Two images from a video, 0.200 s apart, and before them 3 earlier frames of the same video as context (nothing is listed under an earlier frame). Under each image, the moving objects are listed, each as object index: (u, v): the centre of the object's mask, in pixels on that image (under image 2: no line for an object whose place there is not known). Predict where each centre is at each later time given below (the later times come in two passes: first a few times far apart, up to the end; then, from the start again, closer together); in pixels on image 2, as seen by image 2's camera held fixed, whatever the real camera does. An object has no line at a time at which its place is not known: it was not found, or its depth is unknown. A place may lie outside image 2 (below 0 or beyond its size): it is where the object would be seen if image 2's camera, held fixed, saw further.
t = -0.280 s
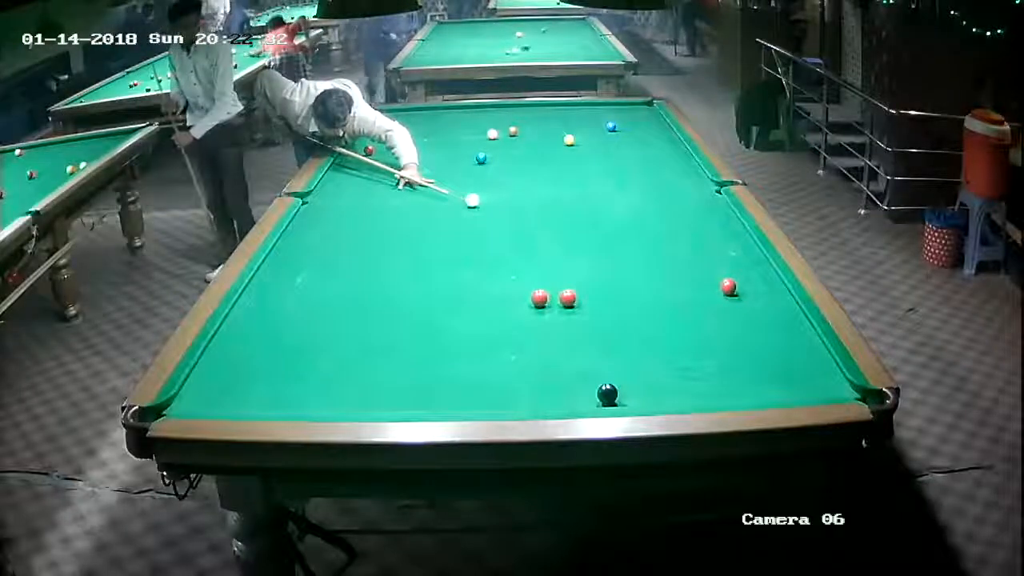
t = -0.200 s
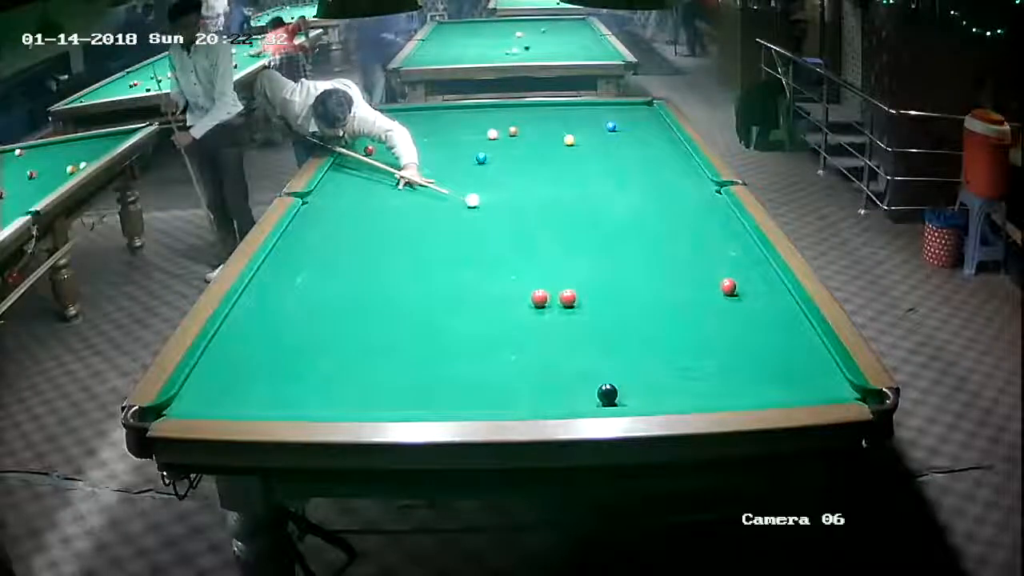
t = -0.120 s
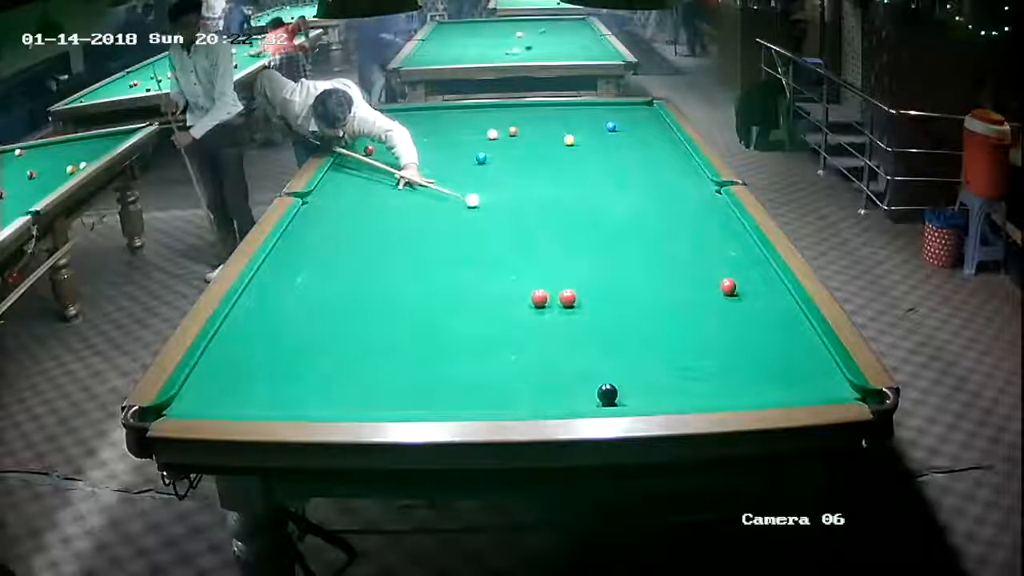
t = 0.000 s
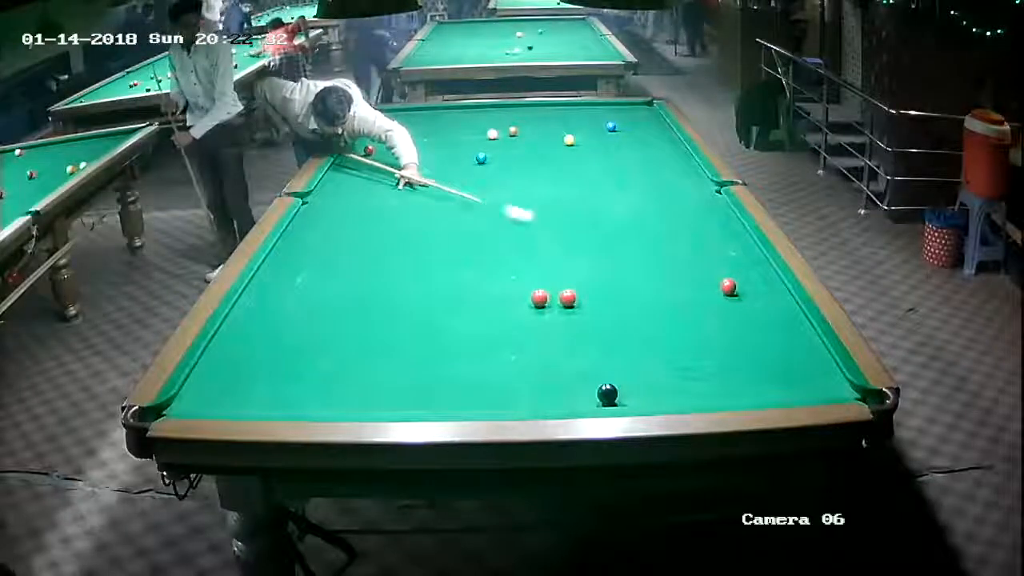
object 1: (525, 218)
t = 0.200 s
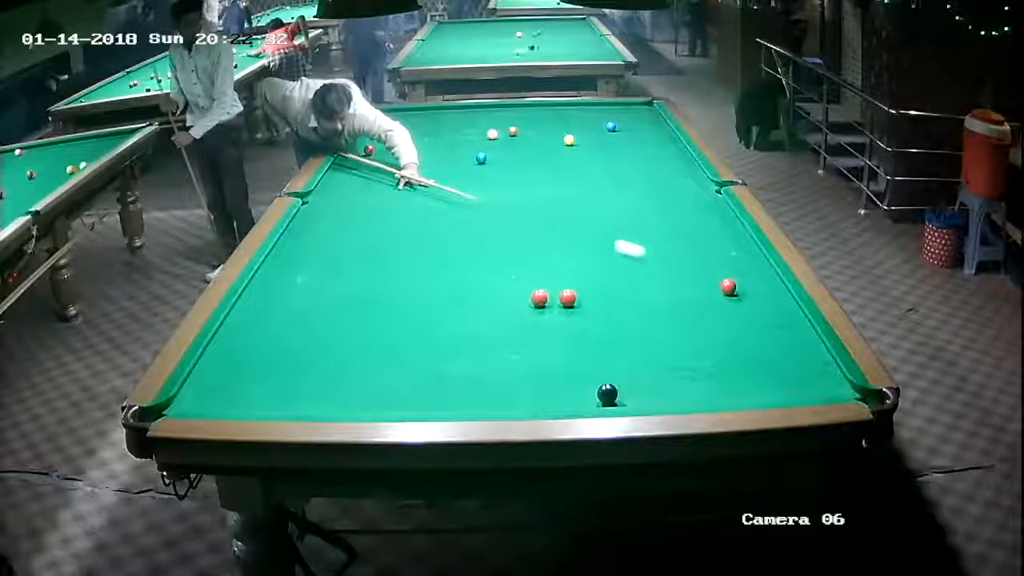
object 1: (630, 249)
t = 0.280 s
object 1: (675, 264)
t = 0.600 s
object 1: (751, 283)
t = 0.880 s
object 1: (685, 295)
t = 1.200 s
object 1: (602, 311)
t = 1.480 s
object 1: (526, 325)
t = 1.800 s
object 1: (439, 341)
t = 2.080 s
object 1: (363, 355)
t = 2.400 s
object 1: (279, 369)
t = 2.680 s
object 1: (210, 381)
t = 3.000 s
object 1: (221, 390)
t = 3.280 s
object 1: (259, 396)
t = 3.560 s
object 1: (297, 401)
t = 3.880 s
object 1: (338, 405)
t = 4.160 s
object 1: (371, 405)
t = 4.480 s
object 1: (403, 403)
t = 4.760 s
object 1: (428, 401)
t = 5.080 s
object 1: (452, 400)
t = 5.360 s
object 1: (469, 399)
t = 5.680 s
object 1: (485, 399)
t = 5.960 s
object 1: (495, 399)
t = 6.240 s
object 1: (501, 399)
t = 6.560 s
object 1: (504, 399)
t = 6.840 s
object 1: (504, 399)
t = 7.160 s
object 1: (504, 398)
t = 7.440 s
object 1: (504, 398)
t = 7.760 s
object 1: (504, 399)
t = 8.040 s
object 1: (504, 398)
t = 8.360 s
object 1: (504, 398)
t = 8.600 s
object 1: (504, 398)
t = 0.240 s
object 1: (652, 256)
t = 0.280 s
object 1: (675, 264)
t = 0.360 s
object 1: (720, 278)
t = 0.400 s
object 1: (737, 278)
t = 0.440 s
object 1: (753, 279)
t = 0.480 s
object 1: (767, 279)
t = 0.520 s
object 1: (772, 279)
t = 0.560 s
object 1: (764, 280)
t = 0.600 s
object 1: (751, 283)
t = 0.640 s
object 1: (743, 285)
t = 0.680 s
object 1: (732, 286)
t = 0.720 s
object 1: (723, 288)
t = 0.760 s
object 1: (714, 290)
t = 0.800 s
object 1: (705, 292)
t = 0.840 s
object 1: (694, 293)
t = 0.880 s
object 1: (685, 295)
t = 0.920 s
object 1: (675, 297)
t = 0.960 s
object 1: (665, 299)
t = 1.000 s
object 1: (653, 301)
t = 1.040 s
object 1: (644, 303)
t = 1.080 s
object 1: (633, 305)
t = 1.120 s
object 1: (623, 307)
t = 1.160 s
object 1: (613, 309)
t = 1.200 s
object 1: (602, 311)
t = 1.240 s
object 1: (591, 313)
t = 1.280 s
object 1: (580, 315)
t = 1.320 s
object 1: (570, 318)
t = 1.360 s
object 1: (560, 319)
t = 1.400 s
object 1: (548, 321)
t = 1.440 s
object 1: (537, 323)
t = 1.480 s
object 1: (526, 325)
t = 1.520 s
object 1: (515, 327)
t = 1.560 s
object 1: (505, 329)
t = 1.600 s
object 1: (493, 332)
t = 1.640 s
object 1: (483, 333)
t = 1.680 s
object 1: (472, 335)
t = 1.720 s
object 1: (461, 337)
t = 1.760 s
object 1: (450, 339)
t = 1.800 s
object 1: (439, 341)
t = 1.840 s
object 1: (428, 344)
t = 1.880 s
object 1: (417, 345)
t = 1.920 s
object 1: (406, 347)
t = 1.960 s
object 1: (395, 350)
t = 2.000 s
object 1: (385, 351)
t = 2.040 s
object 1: (374, 353)
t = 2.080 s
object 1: (363, 355)
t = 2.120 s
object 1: (353, 357)
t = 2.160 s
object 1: (342, 358)
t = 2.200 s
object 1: (331, 360)
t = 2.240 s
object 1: (320, 363)
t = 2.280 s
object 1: (310, 364)
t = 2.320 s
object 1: (299, 366)
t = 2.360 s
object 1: (290, 368)
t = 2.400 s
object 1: (279, 369)
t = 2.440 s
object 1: (269, 371)
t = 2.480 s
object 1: (259, 372)
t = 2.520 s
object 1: (249, 374)
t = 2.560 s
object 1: (239, 376)
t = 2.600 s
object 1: (229, 378)
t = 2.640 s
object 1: (220, 379)
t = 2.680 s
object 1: (210, 381)
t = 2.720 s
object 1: (201, 382)
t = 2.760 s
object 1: (192, 383)
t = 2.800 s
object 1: (193, 385)
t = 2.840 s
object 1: (200, 385)
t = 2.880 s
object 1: (205, 387)
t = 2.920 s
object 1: (210, 388)
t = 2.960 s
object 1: (216, 389)
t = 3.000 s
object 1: (221, 390)
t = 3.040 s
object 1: (226, 391)
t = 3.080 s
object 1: (232, 392)
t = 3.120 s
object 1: (237, 393)
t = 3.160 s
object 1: (243, 393)
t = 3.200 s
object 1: (248, 394)
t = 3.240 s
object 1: (254, 395)
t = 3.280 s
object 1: (259, 396)
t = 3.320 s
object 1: (265, 397)
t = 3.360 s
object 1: (270, 398)
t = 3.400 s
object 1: (275, 399)
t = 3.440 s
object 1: (280, 399)
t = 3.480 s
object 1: (286, 400)
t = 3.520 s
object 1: (292, 401)
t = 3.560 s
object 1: (297, 401)
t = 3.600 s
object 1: (302, 401)
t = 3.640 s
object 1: (308, 402)
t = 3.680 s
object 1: (313, 402)
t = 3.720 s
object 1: (318, 402)
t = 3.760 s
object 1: (323, 403)
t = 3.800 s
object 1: (328, 403)
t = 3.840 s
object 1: (333, 404)
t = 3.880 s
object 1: (338, 405)
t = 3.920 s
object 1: (342, 405)
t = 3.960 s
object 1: (347, 406)
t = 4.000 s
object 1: (353, 405)
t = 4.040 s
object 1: (358, 405)
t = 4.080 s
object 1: (362, 405)
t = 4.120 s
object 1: (366, 405)
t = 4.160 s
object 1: (371, 405)
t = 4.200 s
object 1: (376, 404)
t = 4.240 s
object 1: (380, 404)
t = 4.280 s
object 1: (384, 404)
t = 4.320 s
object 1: (388, 404)
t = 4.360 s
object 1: (391, 403)
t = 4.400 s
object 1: (396, 403)
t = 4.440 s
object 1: (399, 403)
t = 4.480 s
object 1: (403, 403)
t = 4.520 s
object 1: (407, 403)
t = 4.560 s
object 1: (410, 403)
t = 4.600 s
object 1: (413, 402)
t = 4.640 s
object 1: (417, 402)
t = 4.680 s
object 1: (420, 401)
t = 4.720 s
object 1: (424, 401)
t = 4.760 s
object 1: (428, 401)
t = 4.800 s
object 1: (431, 401)
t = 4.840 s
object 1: (434, 401)
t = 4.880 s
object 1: (437, 401)
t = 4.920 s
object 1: (441, 401)
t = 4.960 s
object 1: (444, 401)
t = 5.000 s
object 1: (447, 400)
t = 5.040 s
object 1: (449, 400)
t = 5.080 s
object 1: (452, 400)
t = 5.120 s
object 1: (455, 400)
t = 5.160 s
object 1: (457, 400)
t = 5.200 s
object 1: (459, 400)
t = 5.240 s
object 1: (462, 400)
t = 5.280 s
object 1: (464, 400)
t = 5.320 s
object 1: (467, 399)
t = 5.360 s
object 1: (469, 399)
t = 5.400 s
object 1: (472, 399)
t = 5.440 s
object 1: (474, 399)
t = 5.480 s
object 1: (476, 399)
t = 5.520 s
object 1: (478, 399)
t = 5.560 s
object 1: (479, 399)
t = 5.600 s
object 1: (481, 399)
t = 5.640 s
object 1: (483, 399)
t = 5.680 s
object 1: (485, 399)
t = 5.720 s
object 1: (486, 399)
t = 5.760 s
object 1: (488, 399)
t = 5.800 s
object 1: (490, 399)
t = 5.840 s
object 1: (491, 399)
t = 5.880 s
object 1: (492, 399)
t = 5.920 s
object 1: (494, 399)
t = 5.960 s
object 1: (495, 399)
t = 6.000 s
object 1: (496, 399)
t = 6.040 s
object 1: (497, 399)
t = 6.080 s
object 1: (498, 399)
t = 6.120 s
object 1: (499, 398)
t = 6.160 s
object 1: (500, 398)
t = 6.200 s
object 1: (500, 399)
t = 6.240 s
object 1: (501, 399)
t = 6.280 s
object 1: (502, 398)
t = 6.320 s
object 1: (502, 398)
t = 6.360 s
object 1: (503, 399)
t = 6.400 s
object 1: (503, 399)
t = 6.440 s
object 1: (504, 399)
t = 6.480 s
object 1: (504, 399)
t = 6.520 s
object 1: (504, 399)
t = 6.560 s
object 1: (504, 399)
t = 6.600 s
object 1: (504, 399)
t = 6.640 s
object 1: (504, 399)
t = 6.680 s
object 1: (505, 399)
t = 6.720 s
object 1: (504, 399)
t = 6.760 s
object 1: (504, 399)
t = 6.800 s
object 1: (504, 399)
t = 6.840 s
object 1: (504, 399)
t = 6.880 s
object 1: (504, 399)
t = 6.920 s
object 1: (504, 399)
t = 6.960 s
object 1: (504, 399)
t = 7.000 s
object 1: (504, 399)
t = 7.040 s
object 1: (504, 399)
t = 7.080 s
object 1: (504, 398)
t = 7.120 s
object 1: (504, 398)
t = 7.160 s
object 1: (504, 398)
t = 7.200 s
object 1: (504, 398)
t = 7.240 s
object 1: (504, 398)
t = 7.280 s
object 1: (504, 398)
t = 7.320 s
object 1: (504, 398)
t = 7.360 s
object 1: (504, 398)
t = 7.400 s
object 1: (504, 398)
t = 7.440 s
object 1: (504, 398)
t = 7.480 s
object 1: (504, 398)
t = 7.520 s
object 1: (504, 398)
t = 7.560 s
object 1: (504, 398)
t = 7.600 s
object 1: (504, 398)
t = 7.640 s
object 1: (504, 398)
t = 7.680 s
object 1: (505, 399)
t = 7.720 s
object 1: (504, 399)
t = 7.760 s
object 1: (504, 399)
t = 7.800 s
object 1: (504, 399)
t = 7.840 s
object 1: (504, 399)
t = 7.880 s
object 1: (504, 399)
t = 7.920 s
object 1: (504, 399)
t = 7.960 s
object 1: (504, 399)
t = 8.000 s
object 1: (504, 398)
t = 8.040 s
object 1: (504, 398)
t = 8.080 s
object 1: (504, 398)
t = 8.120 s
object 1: (504, 398)
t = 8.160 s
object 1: (504, 398)
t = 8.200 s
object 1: (504, 398)
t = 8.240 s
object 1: (504, 398)
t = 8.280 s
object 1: (504, 398)
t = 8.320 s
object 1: (504, 398)
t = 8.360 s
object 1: (504, 398)
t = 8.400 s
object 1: (504, 398)
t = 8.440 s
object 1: (504, 398)
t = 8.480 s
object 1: (504, 398)
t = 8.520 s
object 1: (504, 398)
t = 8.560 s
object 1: (504, 398)
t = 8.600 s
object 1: (504, 398)
